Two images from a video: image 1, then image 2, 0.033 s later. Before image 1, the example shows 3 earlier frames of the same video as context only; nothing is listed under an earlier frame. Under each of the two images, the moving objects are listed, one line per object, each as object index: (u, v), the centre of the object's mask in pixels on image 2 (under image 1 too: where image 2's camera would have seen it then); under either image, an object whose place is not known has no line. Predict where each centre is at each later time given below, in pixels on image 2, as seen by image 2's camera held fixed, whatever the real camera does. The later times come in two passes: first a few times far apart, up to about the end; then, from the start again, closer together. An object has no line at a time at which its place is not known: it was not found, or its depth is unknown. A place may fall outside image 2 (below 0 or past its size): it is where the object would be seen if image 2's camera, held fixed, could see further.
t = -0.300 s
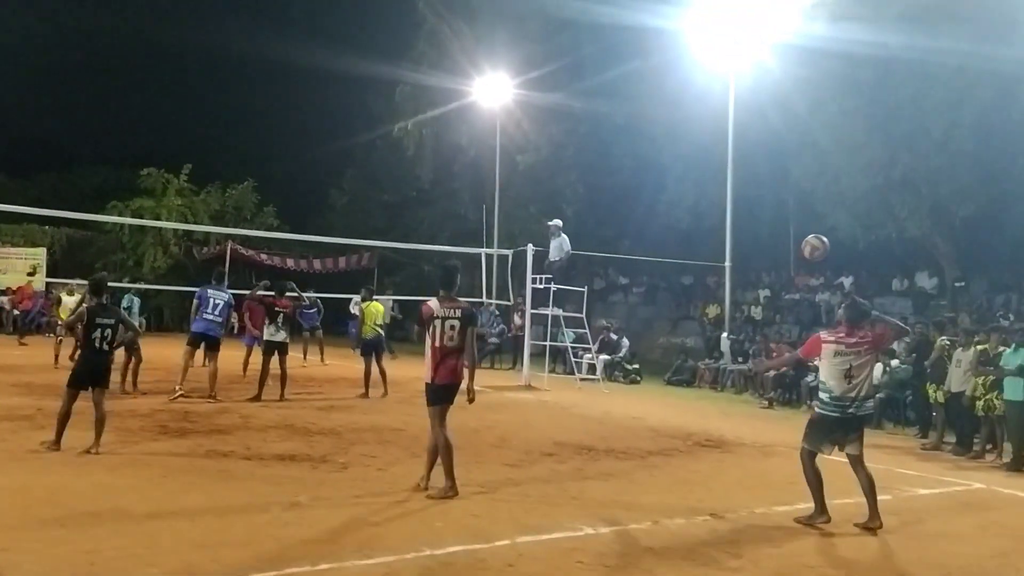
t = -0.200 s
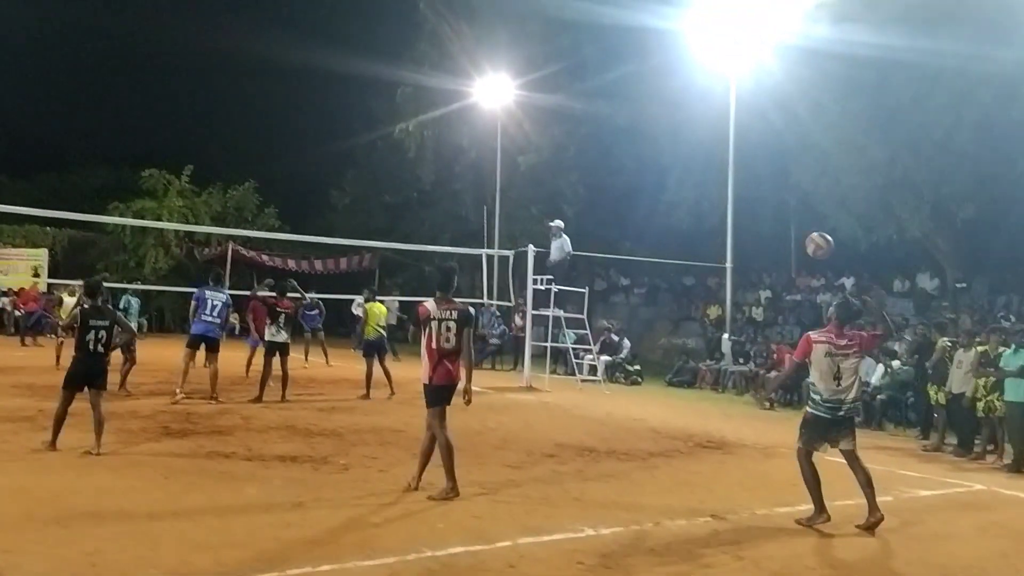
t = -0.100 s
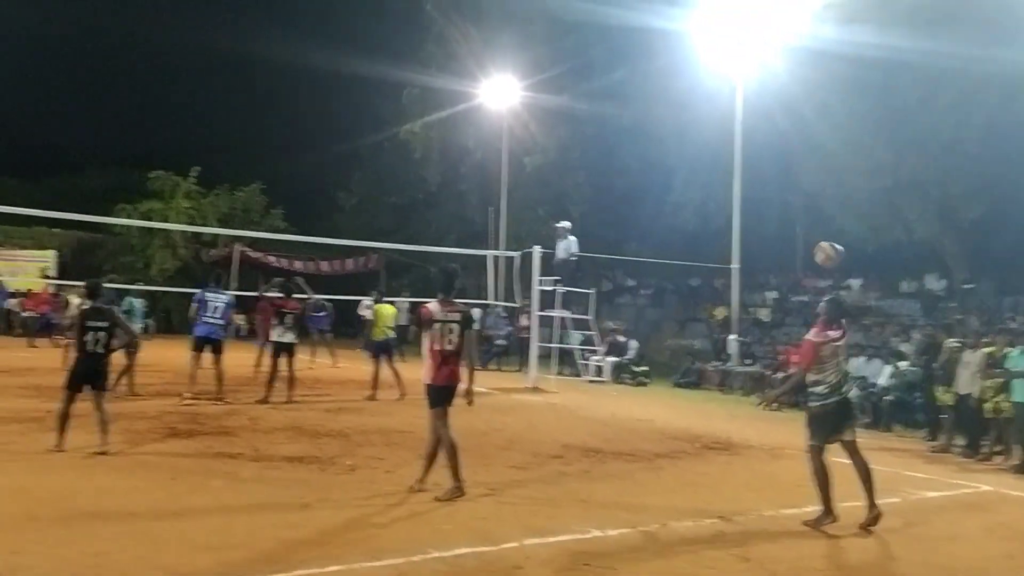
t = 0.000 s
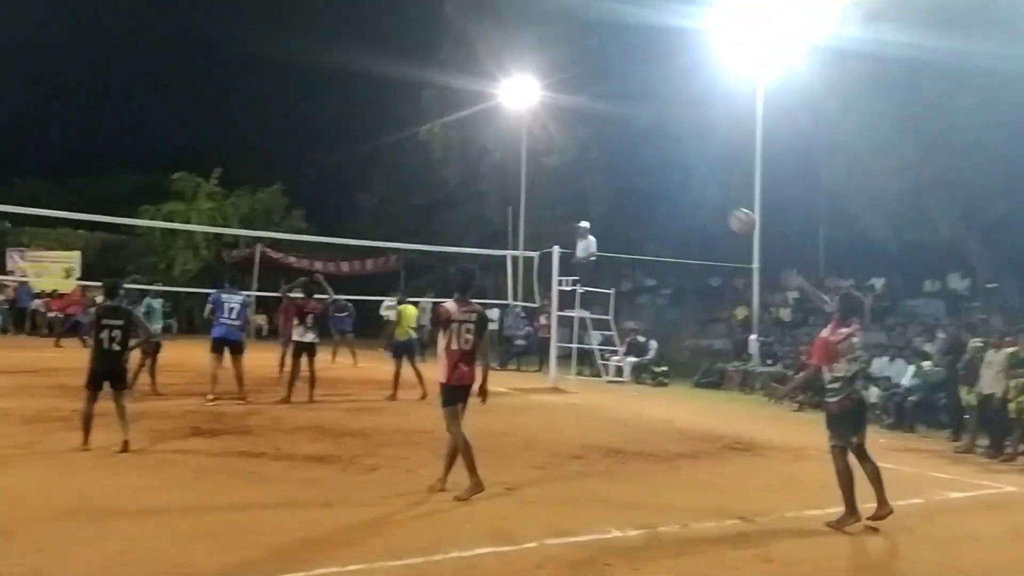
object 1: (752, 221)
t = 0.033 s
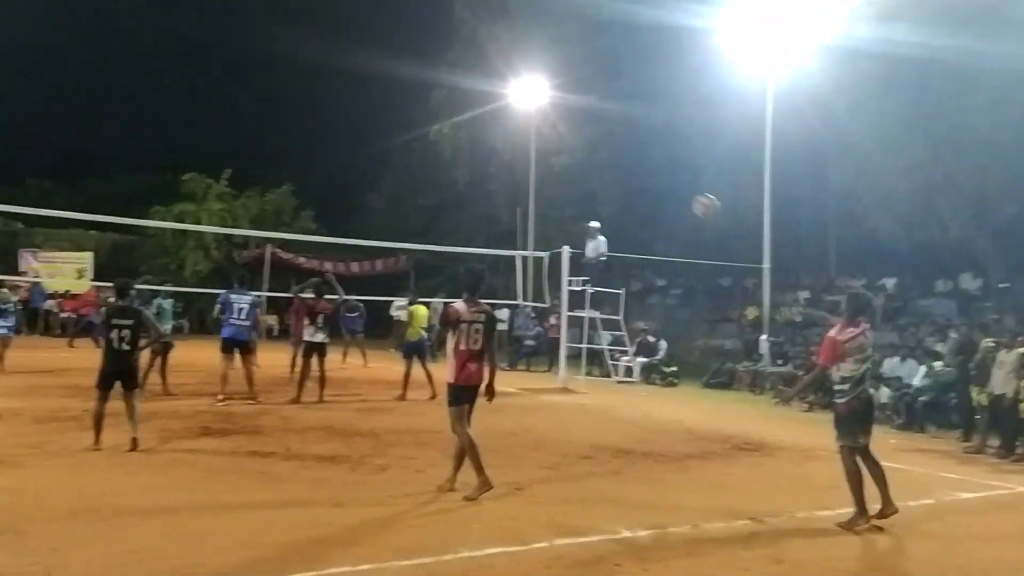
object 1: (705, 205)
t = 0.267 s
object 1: (457, 148)
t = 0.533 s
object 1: (277, 148)
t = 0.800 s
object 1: (155, 190)
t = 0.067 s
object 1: (663, 193)
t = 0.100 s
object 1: (623, 182)
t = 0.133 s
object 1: (586, 173)
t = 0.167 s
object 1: (550, 164)
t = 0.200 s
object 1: (518, 159)
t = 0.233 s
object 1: (487, 153)
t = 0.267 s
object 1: (457, 148)
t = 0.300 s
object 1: (430, 145)
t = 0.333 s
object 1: (405, 144)
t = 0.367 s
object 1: (380, 143)
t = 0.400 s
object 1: (357, 142)
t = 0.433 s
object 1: (336, 143)
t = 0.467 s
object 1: (315, 144)
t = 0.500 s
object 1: (296, 146)
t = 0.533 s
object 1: (277, 148)
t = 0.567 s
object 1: (259, 151)
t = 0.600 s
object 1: (242, 155)
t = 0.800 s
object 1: (155, 190)
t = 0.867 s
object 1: (129, 205)
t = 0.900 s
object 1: (117, 211)
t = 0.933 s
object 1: (102, 224)
